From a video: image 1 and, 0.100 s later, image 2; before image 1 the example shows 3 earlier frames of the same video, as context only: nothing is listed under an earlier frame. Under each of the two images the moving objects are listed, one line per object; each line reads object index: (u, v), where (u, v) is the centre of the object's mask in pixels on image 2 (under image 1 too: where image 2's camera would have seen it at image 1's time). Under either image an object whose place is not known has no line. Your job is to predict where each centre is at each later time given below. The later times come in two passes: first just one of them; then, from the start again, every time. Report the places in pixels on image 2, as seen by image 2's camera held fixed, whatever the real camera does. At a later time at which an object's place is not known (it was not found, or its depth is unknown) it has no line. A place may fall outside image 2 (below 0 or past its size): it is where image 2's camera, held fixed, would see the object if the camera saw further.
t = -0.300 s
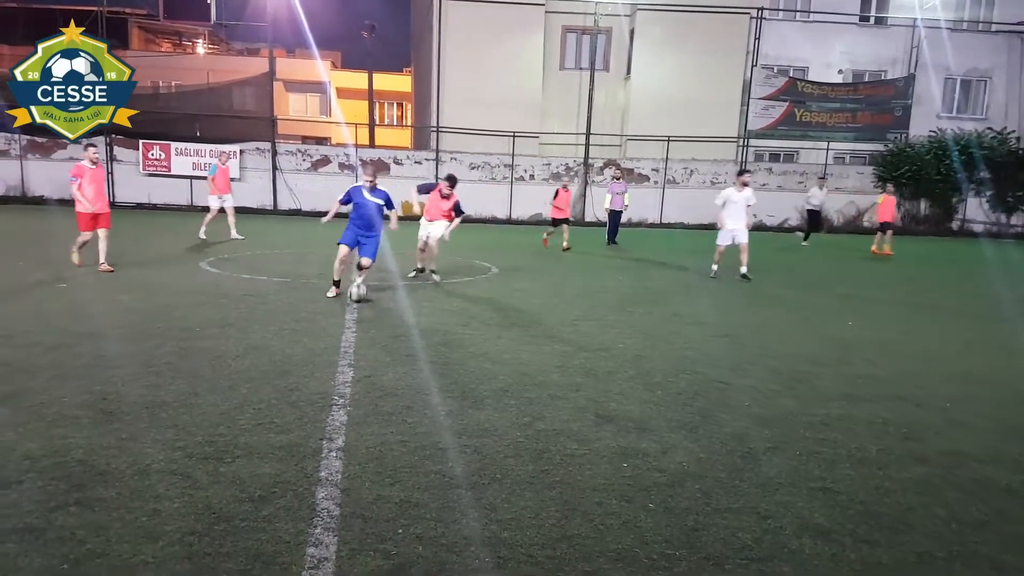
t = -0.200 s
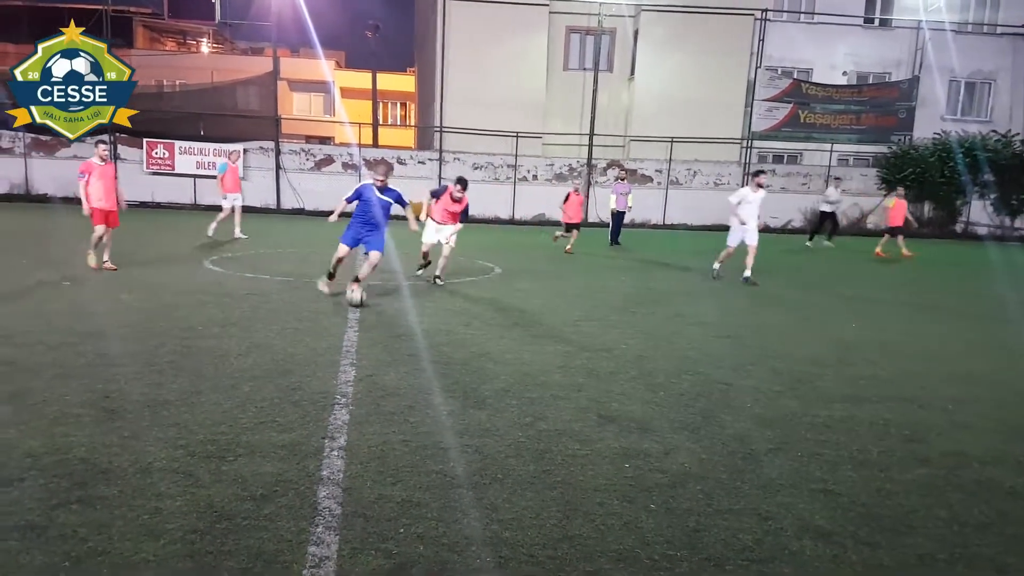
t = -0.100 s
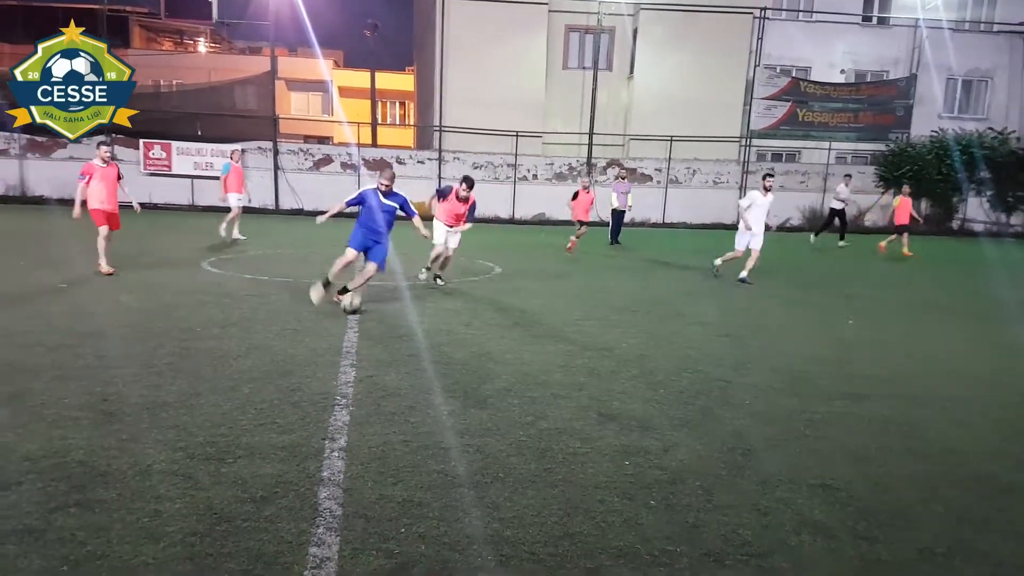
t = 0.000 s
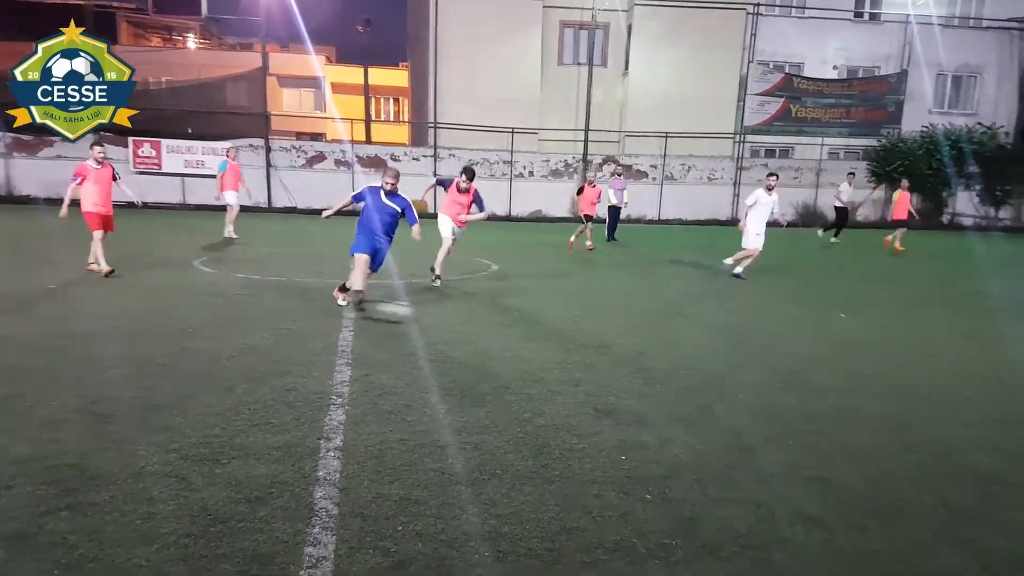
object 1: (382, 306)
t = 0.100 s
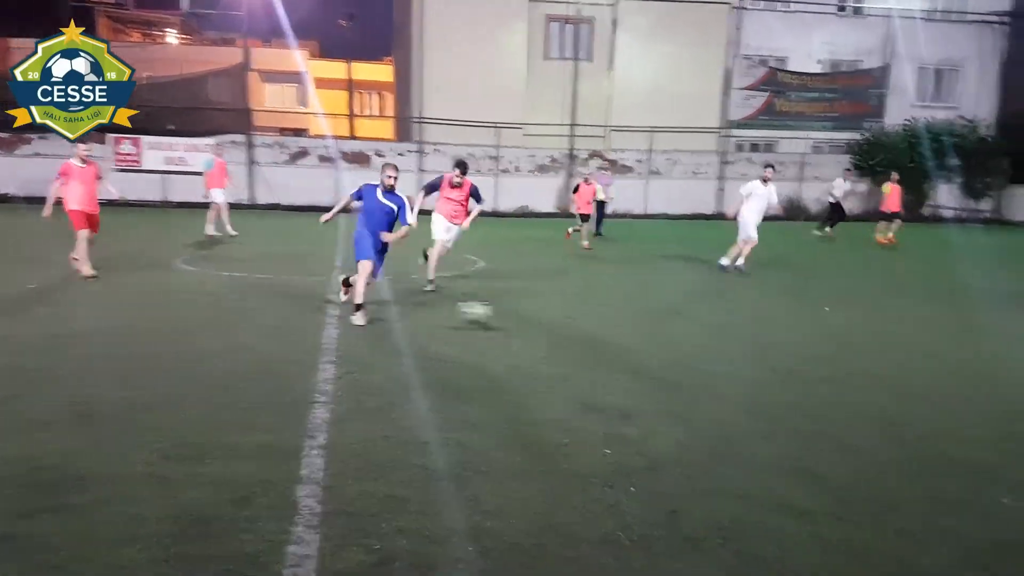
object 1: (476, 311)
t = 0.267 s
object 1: (645, 339)
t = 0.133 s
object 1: (507, 317)
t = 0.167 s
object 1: (538, 321)
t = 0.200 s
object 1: (575, 328)
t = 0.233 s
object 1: (611, 335)
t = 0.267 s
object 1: (645, 339)
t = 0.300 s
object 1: (678, 341)
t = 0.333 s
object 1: (712, 345)
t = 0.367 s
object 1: (741, 350)
